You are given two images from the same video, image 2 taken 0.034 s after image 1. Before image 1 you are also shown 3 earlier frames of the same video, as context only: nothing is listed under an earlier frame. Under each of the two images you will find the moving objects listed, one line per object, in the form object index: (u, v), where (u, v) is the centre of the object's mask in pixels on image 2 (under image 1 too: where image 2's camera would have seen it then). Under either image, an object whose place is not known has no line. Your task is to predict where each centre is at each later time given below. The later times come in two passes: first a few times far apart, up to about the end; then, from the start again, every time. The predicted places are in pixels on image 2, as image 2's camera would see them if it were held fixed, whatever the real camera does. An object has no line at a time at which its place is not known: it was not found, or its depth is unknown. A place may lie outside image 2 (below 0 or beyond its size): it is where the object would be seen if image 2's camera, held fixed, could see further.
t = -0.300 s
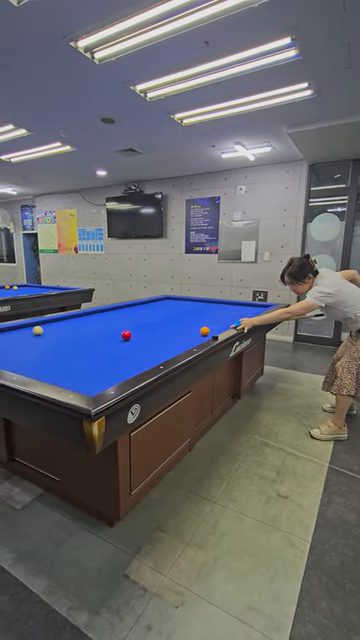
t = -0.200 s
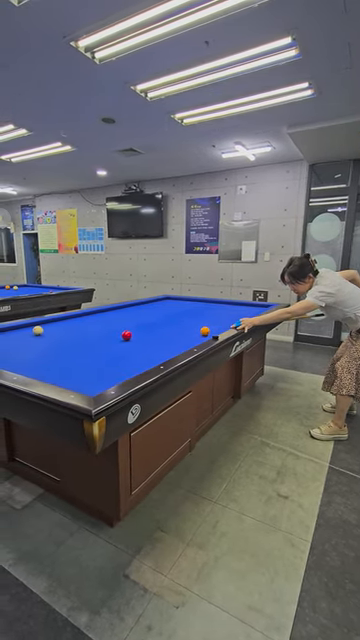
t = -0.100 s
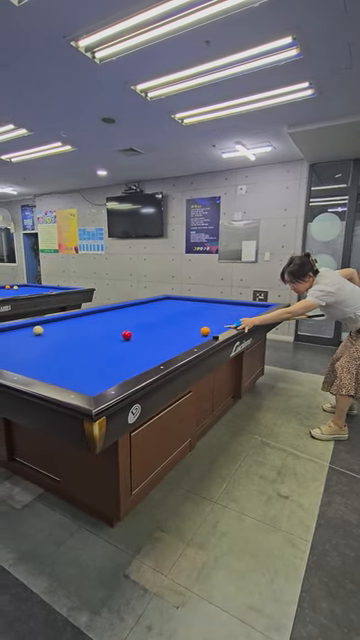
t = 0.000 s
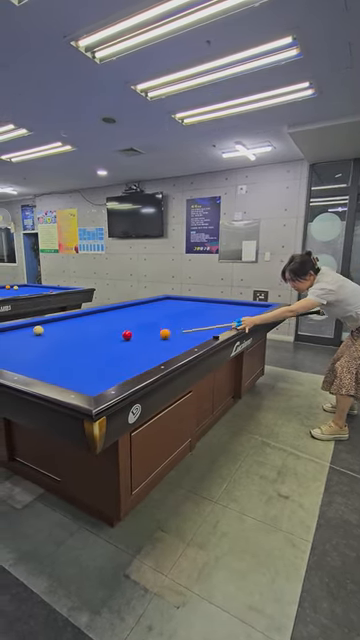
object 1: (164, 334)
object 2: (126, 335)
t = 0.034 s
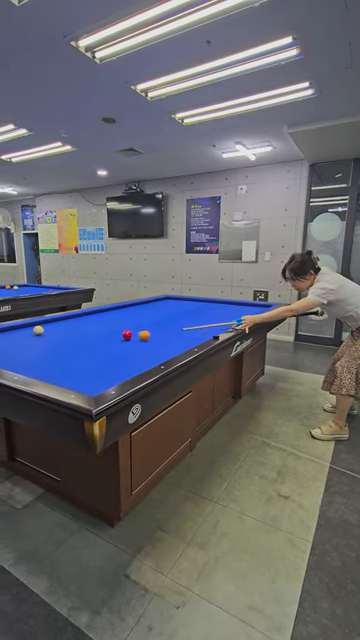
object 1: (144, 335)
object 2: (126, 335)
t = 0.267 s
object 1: (43, 364)
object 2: (62, 326)
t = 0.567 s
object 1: (111, 336)
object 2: (55, 328)
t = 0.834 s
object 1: (143, 320)
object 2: (84, 335)
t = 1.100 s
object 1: (160, 311)
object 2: (118, 343)
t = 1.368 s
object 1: (172, 304)
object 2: (159, 353)
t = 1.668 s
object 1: (179, 298)
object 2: (131, 349)
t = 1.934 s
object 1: (162, 300)
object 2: (105, 345)
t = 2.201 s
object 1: (146, 303)
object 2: (82, 342)
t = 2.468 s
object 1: (128, 305)
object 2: (60, 338)
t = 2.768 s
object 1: (115, 308)
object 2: (39, 335)
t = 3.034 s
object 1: (103, 312)
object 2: (21, 332)
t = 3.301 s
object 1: (89, 315)
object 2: (5, 329)
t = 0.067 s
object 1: (129, 338)
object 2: (120, 334)
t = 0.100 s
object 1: (118, 342)
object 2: (108, 332)
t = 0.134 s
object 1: (106, 346)
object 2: (98, 331)
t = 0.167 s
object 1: (93, 350)
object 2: (88, 330)
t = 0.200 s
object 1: (79, 354)
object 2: (79, 329)
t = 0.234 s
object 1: (62, 359)
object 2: (70, 327)
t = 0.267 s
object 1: (43, 364)
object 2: (62, 326)
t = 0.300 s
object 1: (27, 366)
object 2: (54, 325)
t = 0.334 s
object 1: (42, 363)
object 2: (46, 324)
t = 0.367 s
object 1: (56, 357)
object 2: (39, 322)
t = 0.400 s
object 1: (69, 352)
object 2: (34, 323)
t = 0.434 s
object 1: (79, 348)
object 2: (39, 323)
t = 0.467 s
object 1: (89, 345)
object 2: (43, 324)
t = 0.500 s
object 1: (98, 342)
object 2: (47, 325)
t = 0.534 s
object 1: (105, 338)
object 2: (51, 327)
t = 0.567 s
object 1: (111, 336)
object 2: (55, 328)
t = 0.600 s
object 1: (117, 333)
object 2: (59, 328)
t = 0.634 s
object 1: (122, 331)
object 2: (63, 330)
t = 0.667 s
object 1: (127, 329)
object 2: (66, 330)
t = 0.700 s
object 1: (131, 327)
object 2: (69, 331)
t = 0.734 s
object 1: (134, 325)
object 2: (73, 332)
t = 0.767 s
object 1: (137, 323)
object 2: (77, 333)
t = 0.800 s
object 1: (141, 322)
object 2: (80, 334)
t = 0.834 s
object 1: (143, 320)
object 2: (84, 335)
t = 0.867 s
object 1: (145, 319)
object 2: (88, 336)
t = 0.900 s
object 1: (148, 318)
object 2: (92, 337)
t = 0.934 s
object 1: (150, 316)
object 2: (96, 338)
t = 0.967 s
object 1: (152, 315)
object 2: (100, 339)
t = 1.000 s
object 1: (154, 314)
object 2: (104, 340)
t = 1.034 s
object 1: (156, 313)
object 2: (109, 341)
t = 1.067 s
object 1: (158, 312)
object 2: (113, 342)
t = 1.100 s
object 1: (160, 311)
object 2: (118, 343)
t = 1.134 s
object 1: (161, 310)
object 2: (123, 345)
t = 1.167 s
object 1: (163, 309)
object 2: (127, 345)
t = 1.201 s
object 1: (165, 308)
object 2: (132, 347)
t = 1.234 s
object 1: (166, 307)
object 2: (137, 348)
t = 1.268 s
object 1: (168, 306)
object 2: (143, 349)
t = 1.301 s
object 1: (169, 305)
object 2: (148, 350)
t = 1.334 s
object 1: (170, 304)
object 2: (153, 352)
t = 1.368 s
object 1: (172, 304)
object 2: (159, 353)
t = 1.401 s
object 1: (172, 303)
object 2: (163, 352)
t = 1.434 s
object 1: (174, 302)
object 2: (159, 353)
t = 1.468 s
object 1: (176, 302)
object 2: (154, 353)
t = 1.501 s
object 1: (177, 301)
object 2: (150, 353)
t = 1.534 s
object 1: (178, 300)
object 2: (146, 352)
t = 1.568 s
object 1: (179, 299)
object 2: (142, 351)
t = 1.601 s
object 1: (179, 298)
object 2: (139, 350)
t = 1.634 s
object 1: (180, 298)
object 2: (135, 350)
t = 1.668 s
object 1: (179, 298)
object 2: (131, 349)
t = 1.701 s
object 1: (177, 298)
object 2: (128, 349)
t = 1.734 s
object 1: (175, 298)
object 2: (125, 349)
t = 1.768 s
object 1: (173, 299)
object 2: (121, 348)
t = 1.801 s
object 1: (171, 299)
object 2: (118, 347)
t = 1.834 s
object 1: (168, 300)
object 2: (115, 347)
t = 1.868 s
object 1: (166, 300)
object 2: (111, 346)
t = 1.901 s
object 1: (164, 300)
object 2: (108, 346)
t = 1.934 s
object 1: (162, 300)
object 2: (105, 345)
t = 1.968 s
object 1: (160, 301)
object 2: (102, 345)
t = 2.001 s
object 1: (158, 301)
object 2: (99, 344)
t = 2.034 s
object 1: (156, 301)
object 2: (96, 344)
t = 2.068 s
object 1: (154, 301)
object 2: (93, 343)
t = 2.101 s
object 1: (152, 302)
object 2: (90, 343)
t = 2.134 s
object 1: (150, 302)
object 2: (87, 342)
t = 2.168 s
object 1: (148, 302)
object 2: (84, 342)
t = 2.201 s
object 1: (146, 303)
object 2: (82, 342)
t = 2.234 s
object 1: (143, 303)
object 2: (79, 341)
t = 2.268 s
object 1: (141, 303)
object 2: (76, 341)
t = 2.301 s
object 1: (139, 303)
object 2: (73, 340)
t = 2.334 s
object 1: (137, 304)
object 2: (71, 340)
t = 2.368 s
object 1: (134, 304)
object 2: (68, 339)
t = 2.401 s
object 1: (132, 304)
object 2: (66, 339)
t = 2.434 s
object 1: (130, 305)
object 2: (63, 338)
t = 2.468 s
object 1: (128, 305)
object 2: (60, 338)
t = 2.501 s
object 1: (127, 305)
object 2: (58, 337)
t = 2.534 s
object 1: (125, 305)
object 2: (55, 337)
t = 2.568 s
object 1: (124, 306)
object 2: (53, 337)
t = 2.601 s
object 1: (123, 306)
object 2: (50, 336)
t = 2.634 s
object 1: (121, 306)
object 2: (48, 336)
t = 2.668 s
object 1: (120, 307)
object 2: (46, 336)
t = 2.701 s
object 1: (118, 307)
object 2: (43, 336)
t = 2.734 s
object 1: (117, 307)
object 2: (41, 335)
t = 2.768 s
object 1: (115, 308)
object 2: (39, 335)
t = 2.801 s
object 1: (114, 308)
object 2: (37, 334)
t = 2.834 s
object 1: (112, 309)
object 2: (34, 334)
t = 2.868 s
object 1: (111, 309)
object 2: (32, 334)
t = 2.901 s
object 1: (109, 310)
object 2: (30, 333)
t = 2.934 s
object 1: (108, 310)
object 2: (28, 333)
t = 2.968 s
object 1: (106, 310)
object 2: (25, 333)
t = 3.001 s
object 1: (104, 311)
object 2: (23, 332)
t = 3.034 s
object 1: (103, 312)
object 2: (21, 332)
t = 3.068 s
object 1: (101, 312)
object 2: (19, 331)
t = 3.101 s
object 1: (100, 312)
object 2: (17, 331)
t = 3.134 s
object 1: (98, 313)
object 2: (15, 331)
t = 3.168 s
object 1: (96, 313)
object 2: (13, 330)
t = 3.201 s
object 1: (94, 314)
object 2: (11, 330)
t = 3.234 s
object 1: (92, 314)
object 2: (9, 330)
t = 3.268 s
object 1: (91, 314)
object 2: (7, 330)
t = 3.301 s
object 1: (89, 315)
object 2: (5, 329)
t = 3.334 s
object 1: (87, 316)
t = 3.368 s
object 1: (85, 316)
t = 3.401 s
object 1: (83, 317)
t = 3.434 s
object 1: (81, 318)
